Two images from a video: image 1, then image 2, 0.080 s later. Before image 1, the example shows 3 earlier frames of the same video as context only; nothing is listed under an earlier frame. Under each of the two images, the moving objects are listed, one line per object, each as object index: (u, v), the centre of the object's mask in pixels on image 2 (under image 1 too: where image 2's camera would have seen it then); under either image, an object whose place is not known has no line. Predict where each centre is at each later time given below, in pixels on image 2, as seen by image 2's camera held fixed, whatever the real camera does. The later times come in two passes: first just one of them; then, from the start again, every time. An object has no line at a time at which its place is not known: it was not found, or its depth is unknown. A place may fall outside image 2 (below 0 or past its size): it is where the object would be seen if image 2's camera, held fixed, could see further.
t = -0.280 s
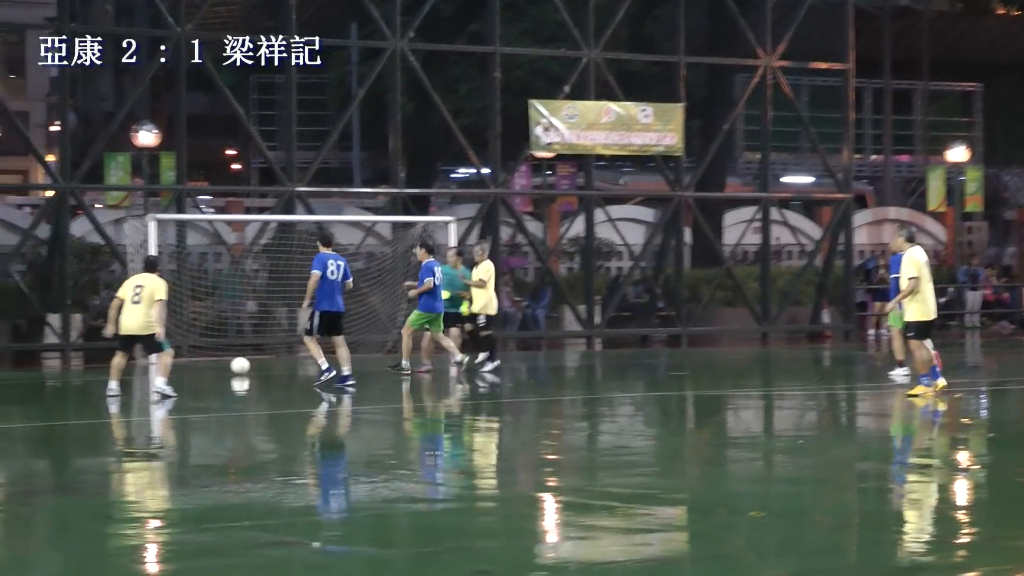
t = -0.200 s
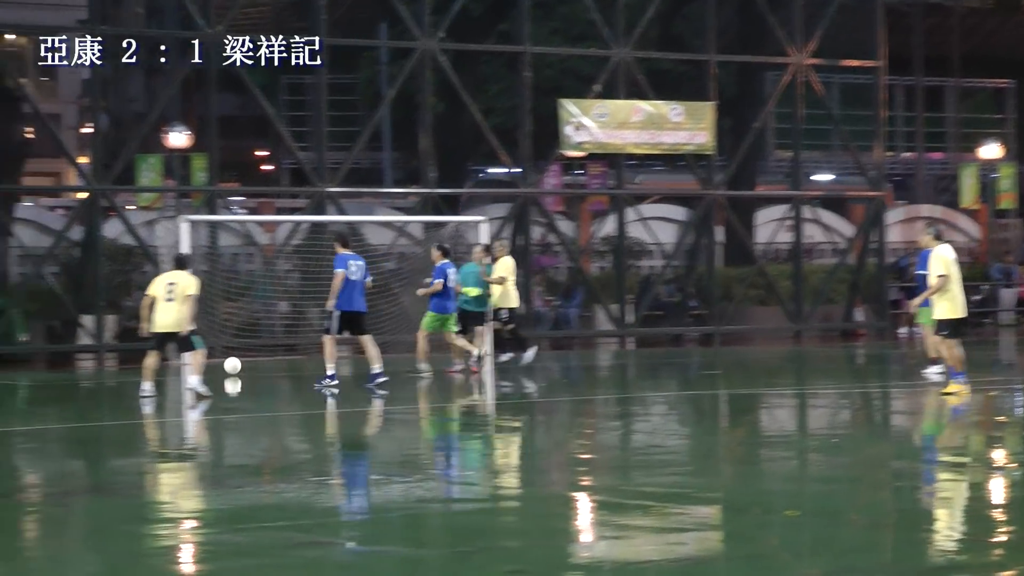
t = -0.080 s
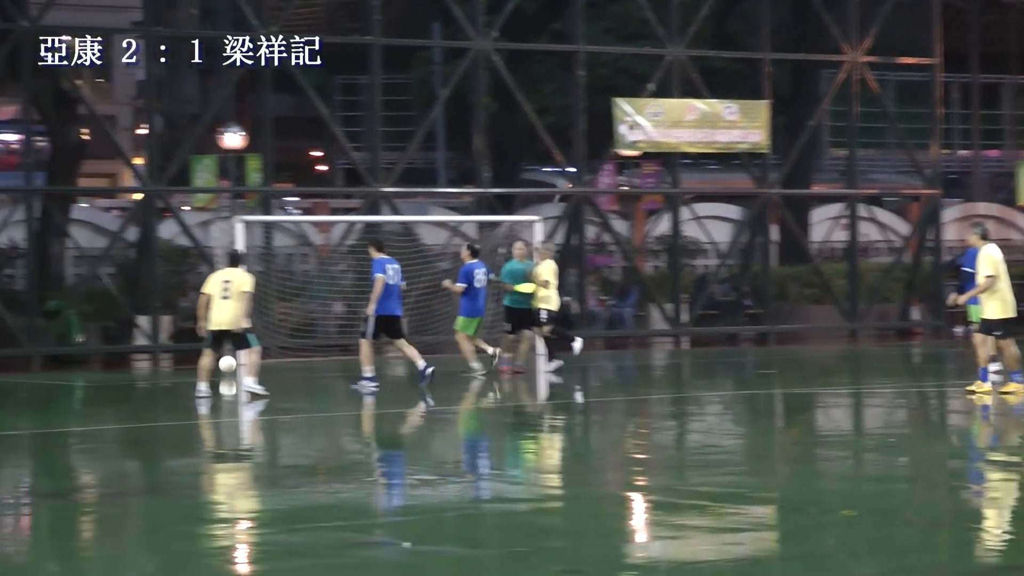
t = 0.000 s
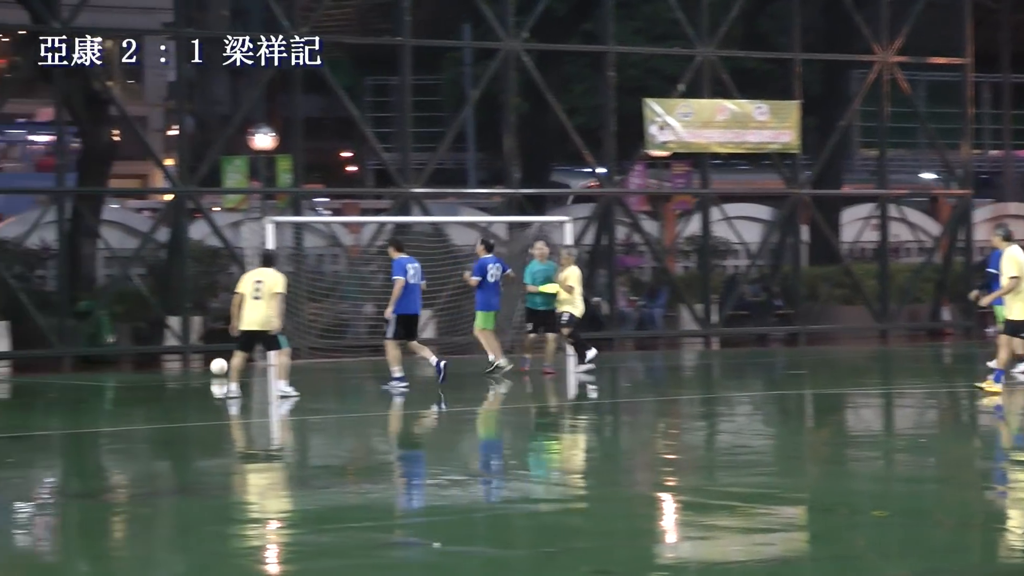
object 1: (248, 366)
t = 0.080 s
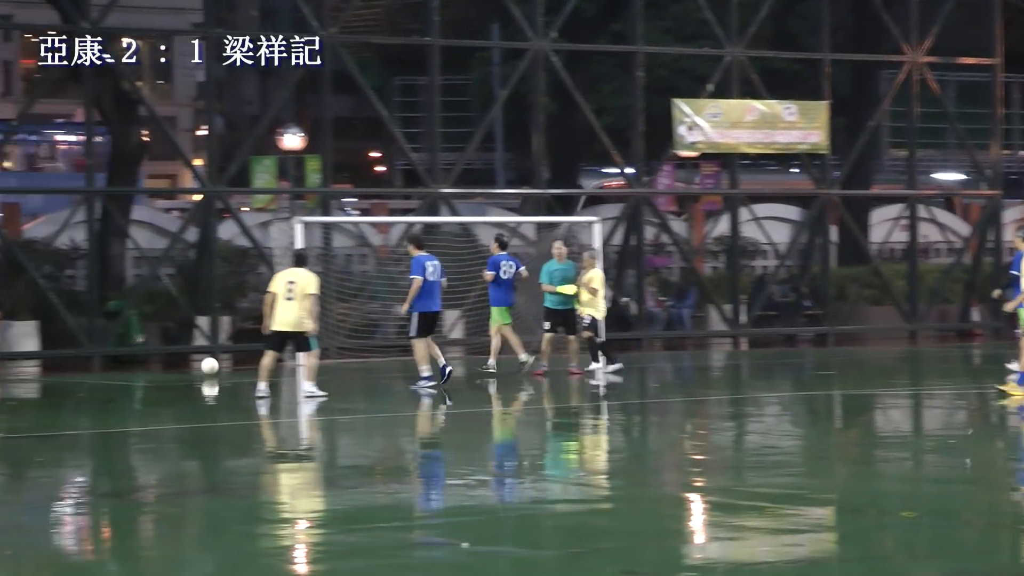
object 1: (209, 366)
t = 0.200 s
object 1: (149, 368)
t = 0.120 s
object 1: (189, 365)
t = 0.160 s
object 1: (169, 366)
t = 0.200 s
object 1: (149, 368)
